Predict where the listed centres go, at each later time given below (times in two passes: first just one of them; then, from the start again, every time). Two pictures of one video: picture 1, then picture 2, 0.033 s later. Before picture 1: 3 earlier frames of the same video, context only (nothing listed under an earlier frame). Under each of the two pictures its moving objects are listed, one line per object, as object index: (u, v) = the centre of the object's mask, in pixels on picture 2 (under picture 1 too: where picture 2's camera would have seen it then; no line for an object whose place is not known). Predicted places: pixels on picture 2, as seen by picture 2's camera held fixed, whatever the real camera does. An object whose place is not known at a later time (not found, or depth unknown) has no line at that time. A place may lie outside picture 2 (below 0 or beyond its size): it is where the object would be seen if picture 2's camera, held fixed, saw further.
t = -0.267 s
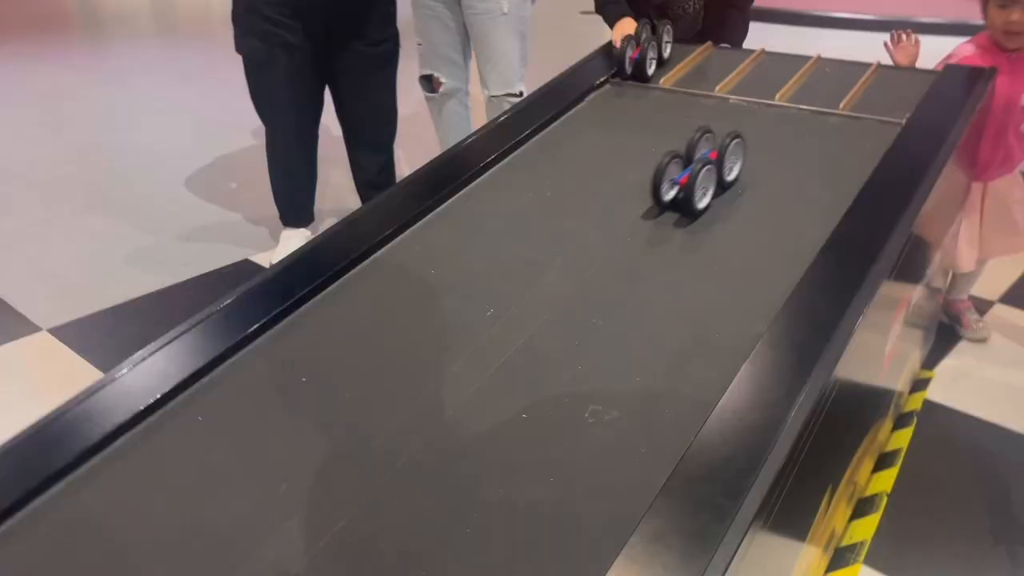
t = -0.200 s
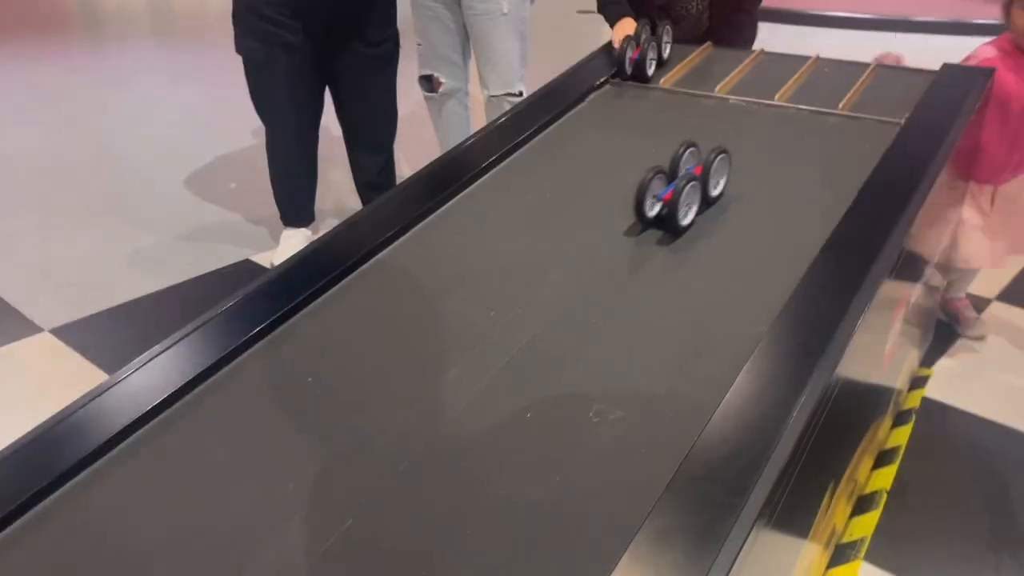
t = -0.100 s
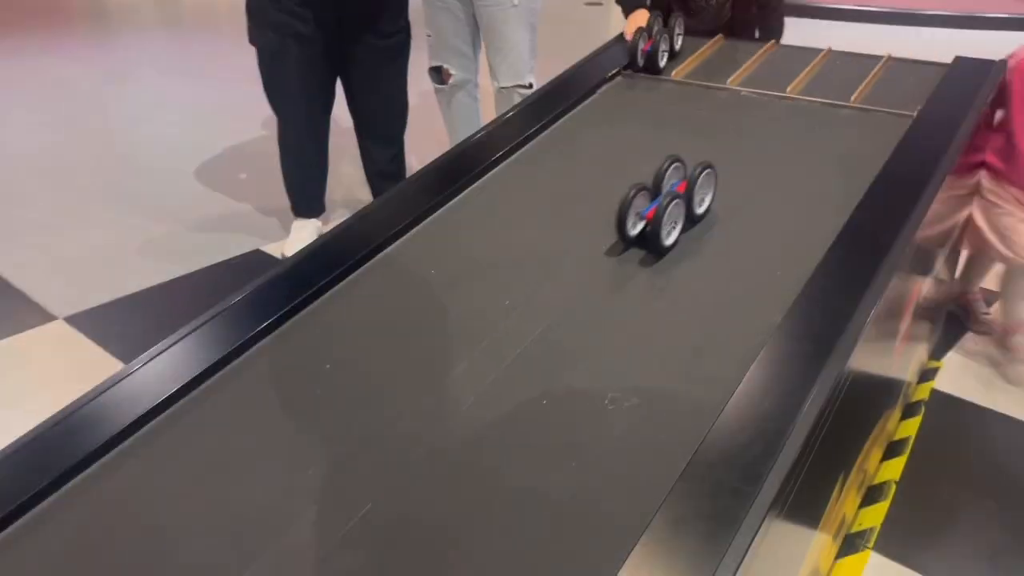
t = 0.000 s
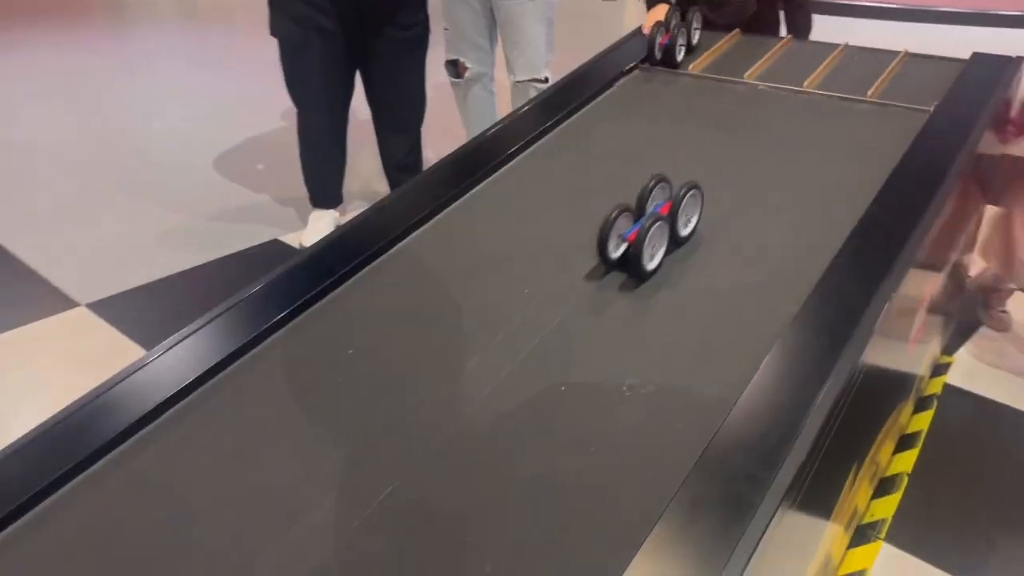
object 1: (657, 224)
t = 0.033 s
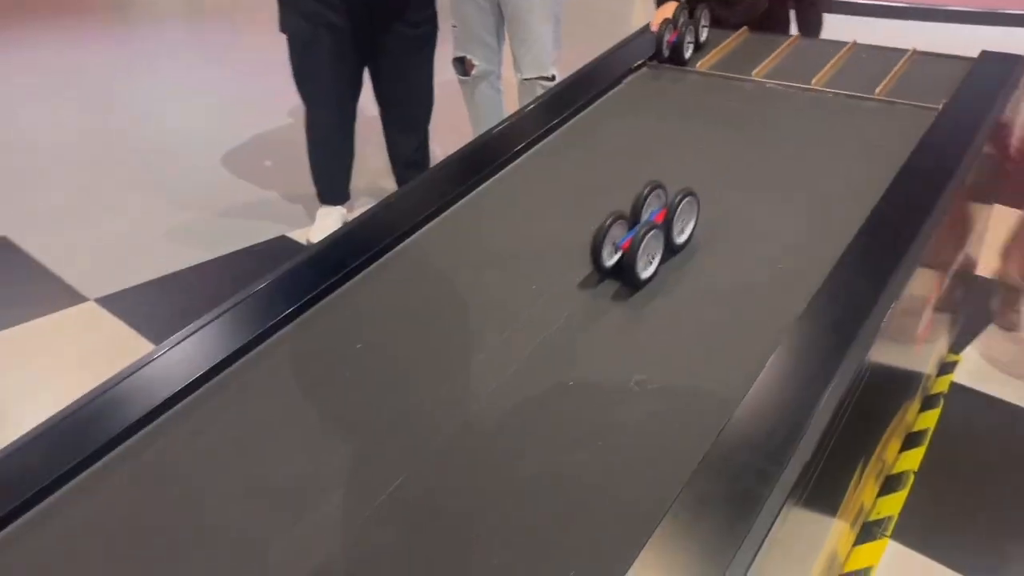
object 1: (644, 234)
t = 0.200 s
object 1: (575, 289)
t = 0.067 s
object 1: (632, 245)
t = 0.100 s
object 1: (619, 255)
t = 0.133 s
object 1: (604, 267)
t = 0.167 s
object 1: (590, 278)
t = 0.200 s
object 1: (575, 289)
